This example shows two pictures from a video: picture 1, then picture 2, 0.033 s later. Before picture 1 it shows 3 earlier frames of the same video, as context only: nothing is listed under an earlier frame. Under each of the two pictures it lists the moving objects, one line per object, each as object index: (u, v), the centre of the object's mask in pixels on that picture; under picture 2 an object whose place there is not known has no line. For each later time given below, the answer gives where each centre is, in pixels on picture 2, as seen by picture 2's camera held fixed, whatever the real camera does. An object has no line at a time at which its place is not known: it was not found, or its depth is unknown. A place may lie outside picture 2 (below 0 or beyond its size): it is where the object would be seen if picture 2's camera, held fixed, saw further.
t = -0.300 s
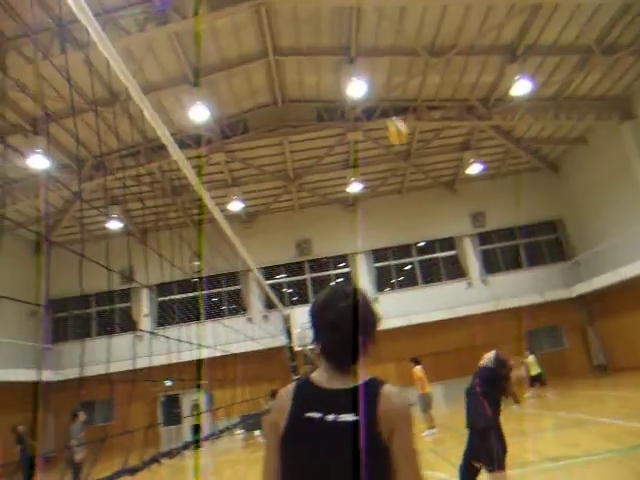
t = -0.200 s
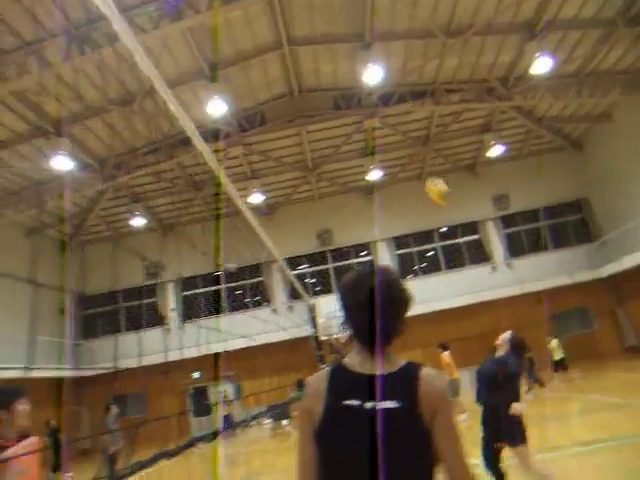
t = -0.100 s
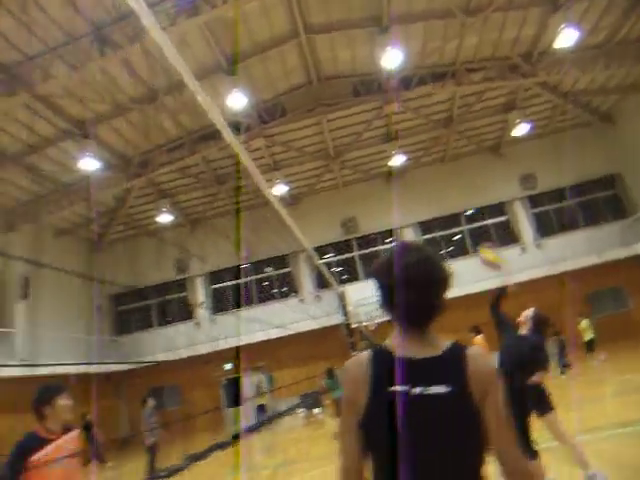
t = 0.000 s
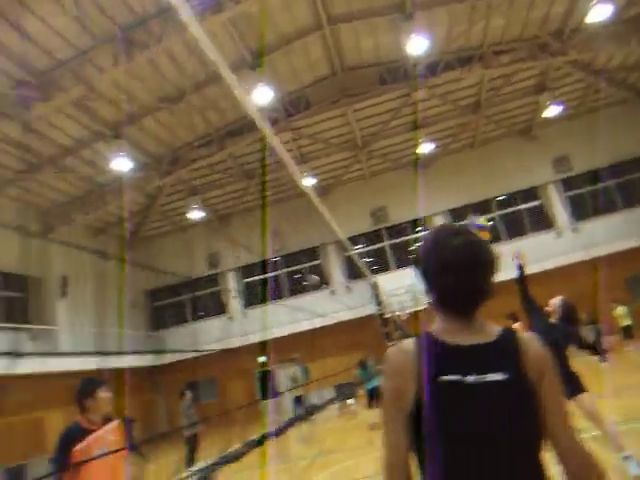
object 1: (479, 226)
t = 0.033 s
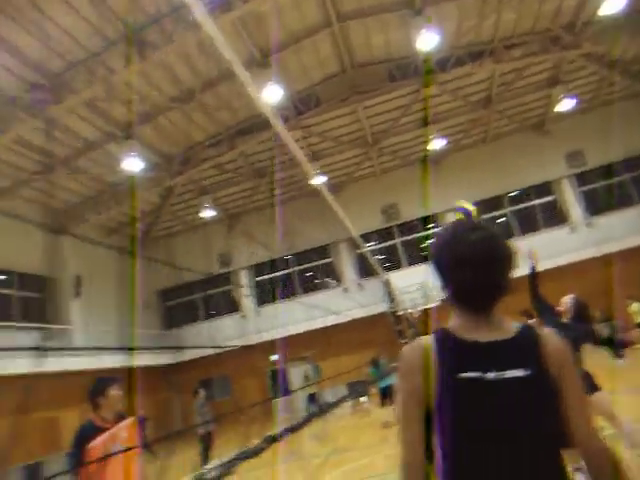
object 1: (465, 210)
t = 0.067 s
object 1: (439, 206)
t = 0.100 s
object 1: (410, 197)
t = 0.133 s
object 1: (377, 188)
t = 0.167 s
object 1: (345, 183)
